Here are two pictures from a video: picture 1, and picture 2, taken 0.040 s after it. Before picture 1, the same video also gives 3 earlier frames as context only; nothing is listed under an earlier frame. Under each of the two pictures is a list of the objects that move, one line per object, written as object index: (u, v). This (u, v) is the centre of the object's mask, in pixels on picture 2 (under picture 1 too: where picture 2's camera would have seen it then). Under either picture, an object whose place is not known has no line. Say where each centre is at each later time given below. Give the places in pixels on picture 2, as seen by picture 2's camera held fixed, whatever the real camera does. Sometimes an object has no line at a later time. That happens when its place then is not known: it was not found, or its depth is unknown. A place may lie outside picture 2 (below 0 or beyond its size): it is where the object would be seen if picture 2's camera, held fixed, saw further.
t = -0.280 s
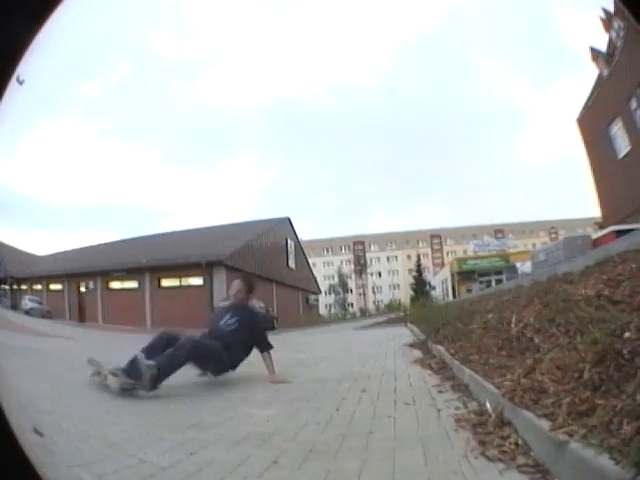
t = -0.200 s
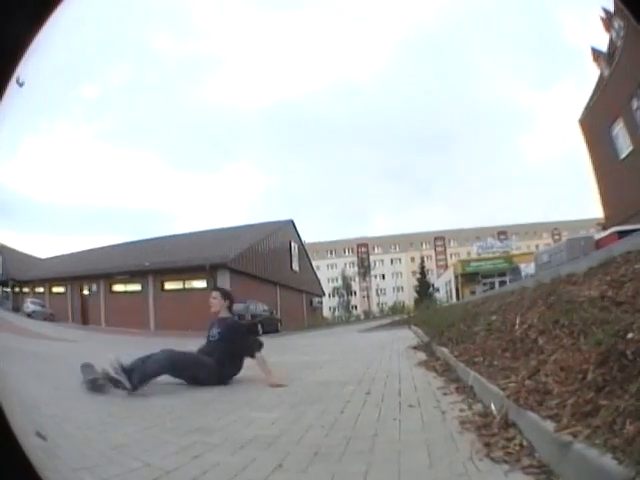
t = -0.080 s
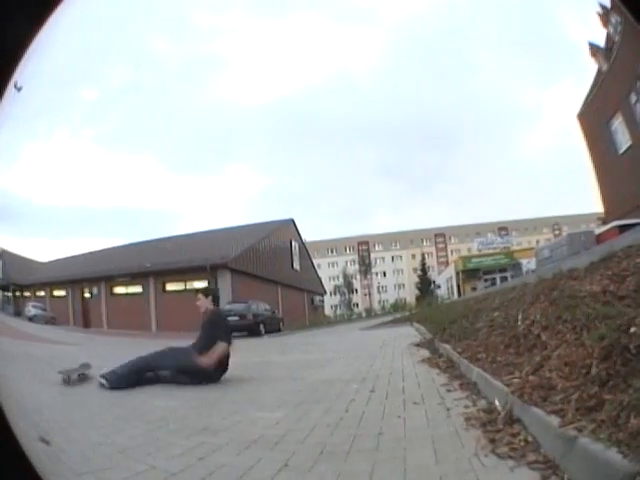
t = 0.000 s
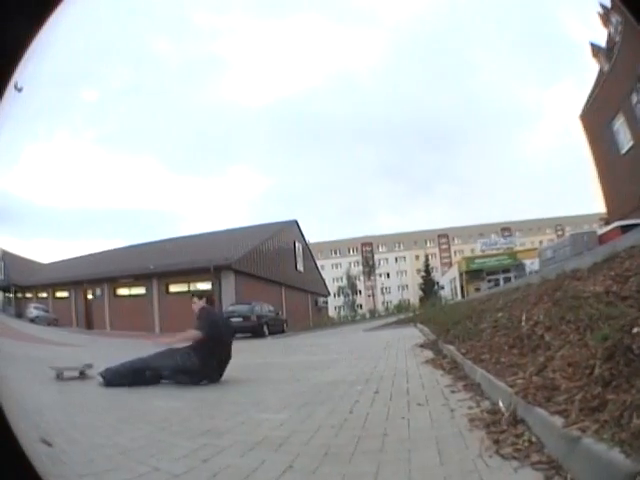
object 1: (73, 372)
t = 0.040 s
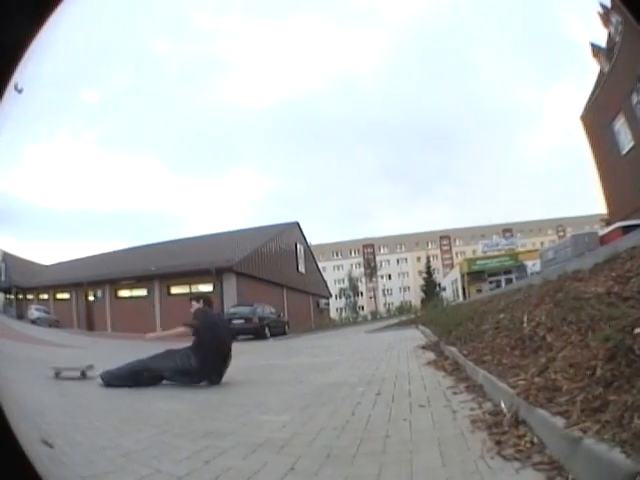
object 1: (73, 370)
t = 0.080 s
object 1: (72, 369)
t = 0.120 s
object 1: (71, 368)
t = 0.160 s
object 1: (68, 366)
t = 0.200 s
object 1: (67, 366)
